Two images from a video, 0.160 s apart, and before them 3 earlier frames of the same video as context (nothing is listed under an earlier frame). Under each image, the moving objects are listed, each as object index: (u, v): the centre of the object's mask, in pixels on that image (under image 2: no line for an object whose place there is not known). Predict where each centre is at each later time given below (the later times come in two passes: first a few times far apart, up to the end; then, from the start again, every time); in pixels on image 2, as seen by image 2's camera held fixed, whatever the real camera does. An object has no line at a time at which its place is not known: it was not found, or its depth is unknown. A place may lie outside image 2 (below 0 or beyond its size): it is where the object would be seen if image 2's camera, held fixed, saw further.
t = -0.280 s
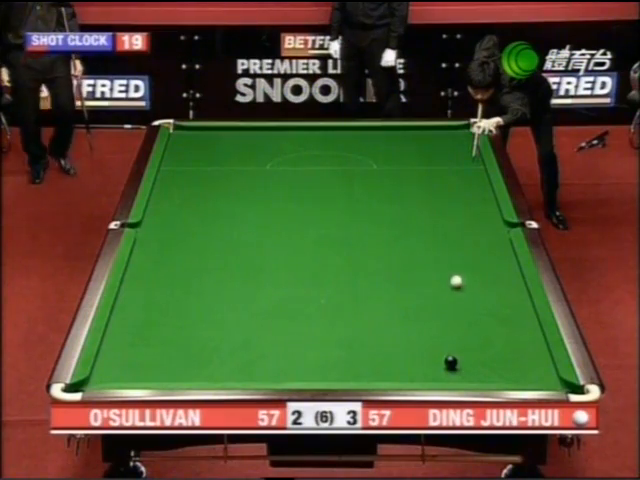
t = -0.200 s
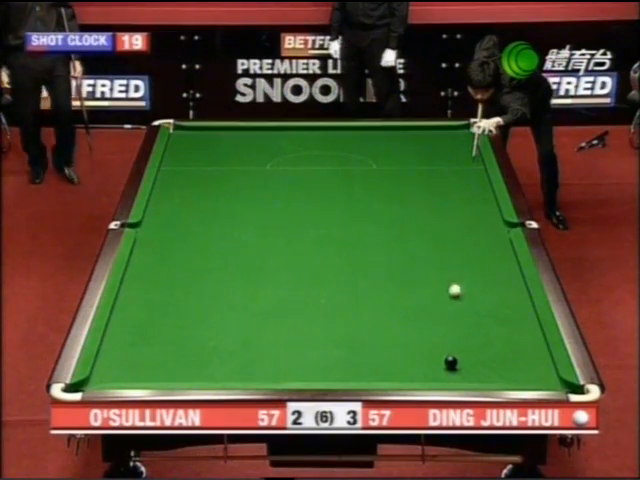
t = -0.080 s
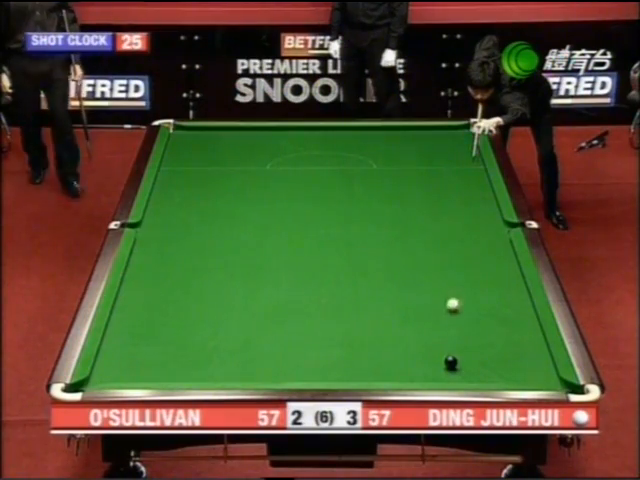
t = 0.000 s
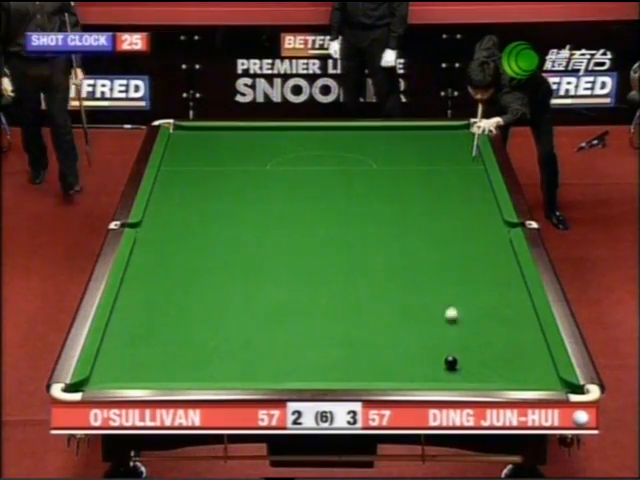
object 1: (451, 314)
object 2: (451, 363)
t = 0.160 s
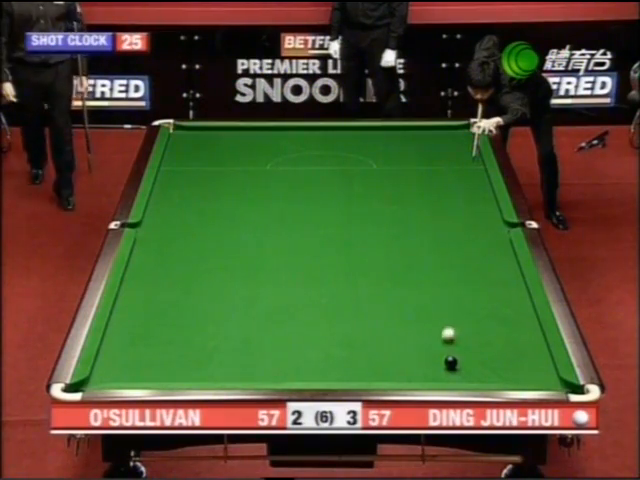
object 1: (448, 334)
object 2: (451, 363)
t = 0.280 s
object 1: (445, 349)
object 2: (451, 363)
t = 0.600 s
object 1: (412, 370)
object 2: (475, 379)
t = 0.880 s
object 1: (380, 378)
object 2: (485, 370)
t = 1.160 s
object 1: (355, 371)
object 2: (493, 360)
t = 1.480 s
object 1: (328, 363)
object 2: (502, 349)
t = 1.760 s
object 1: (306, 355)
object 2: (509, 341)
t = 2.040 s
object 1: (286, 349)
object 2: (515, 333)
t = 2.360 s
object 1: (266, 342)
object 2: (522, 326)
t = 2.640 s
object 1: (250, 337)
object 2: (527, 321)
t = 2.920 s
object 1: (235, 332)
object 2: (531, 316)
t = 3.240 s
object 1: (220, 326)
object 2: (527, 311)
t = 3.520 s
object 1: (209, 322)
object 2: (524, 308)
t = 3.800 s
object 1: (198, 319)
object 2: (522, 305)
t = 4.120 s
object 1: (188, 315)
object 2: (519, 303)
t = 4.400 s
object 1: (181, 313)
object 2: (518, 301)
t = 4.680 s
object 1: (175, 310)
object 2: (517, 300)
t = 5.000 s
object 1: (169, 308)
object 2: (516, 300)
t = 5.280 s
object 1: (166, 307)
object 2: (517, 300)
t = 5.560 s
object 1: (164, 305)
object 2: (517, 300)
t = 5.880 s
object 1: (163, 305)
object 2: (517, 300)
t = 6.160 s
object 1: (162, 304)
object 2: (517, 300)
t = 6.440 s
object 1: (162, 305)
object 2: (517, 300)
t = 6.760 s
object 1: (162, 305)
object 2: (517, 300)
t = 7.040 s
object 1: (163, 305)
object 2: (517, 300)
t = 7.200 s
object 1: (163, 305)
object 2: (517, 300)
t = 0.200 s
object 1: (447, 339)
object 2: (451, 363)
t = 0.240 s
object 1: (446, 345)
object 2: (451, 363)
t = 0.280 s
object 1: (445, 349)
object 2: (451, 363)
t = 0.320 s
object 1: (444, 354)
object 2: (451, 364)
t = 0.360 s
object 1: (440, 358)
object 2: (455, 366)
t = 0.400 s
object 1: (435, 359)
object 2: (459, 370)
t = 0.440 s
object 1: (430, 361)
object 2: (463, 374)
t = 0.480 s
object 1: (426, 363)
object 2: (467, 376)
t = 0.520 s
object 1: (421, 366)
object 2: (470, 378)
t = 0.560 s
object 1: (416, 368)
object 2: (474, 379)
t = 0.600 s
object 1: (412, 370)
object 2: (475, 379)
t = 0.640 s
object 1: (407, 372)
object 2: (477, 377)
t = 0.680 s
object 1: (403, 374)
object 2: (478, 376)
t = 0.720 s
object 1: (398, 375)
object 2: (479, 376)
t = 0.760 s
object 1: (393, 376)
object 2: (481, 375)
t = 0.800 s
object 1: (389, 379)
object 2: (482, 373)
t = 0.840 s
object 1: (384, 379)
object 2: (484, 372)
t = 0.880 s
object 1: (380, 378)
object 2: (485, 370)
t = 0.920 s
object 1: (376, 377)
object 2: (487, 368)
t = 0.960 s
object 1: (373, 376)
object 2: (488, 367)
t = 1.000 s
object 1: (369, 375)
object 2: (489, 365)
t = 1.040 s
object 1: (366, 374)
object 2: (490, 364)
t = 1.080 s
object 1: (362, 373)
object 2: (491, 363)
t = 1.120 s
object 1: (359, 373)
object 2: (492, 361)
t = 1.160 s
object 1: (355, 371)
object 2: (493, 360)
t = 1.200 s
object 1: (351, 371)
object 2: (494, 358)
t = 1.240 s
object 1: (348, 369)
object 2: (496, 357)
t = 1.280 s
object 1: (345, 368)
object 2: (497, 356)
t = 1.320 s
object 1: (341, 367)
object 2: (498, 354)
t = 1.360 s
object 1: (337, 366)
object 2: (499, 353)
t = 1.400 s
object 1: (334, 365)
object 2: (500, 351)
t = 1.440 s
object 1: (331, 364)
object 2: (501, 350)
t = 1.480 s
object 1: (328, 363)
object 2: (502, 349)
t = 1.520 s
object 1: (325, 362)
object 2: (503, 348)
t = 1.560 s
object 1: (321, 360)
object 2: (504, 346)
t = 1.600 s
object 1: (318, 360)
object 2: (505, 345)
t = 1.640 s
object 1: (315, 358)
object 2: (506, 344)
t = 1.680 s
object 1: (312, 358)
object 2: (507, 343)
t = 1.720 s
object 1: (309, 357)
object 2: (508, 342)
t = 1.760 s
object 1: (306, 355)
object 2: (509, 341)
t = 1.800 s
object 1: (303, 355)
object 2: (510, 340)
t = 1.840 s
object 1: (300, 354)
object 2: (511, 339)
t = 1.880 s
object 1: (298, 353)
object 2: (512, 338)
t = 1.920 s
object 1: (295, 352)
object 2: (512, 337)
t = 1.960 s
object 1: (292, 351)
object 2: (513, 336)
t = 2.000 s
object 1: (289, 350)
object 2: (514, 335)
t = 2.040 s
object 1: (286, 349)
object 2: (515, 333)
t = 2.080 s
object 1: (284, 348)
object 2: (516, 333)
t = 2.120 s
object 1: (281, 347)
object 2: (517, 332)
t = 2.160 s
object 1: (278, 346)
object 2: (518, 331)
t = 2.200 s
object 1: (276, 345)
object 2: (519, 330)
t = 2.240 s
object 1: (273, 345)
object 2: (520, 329)
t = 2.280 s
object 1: (271, 344)
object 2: (520, 328)
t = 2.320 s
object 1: (268, 343)
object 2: (521, 327)
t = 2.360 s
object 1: (266, 342)
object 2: (522, 326)
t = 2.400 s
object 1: (264, 341)
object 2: (523, 325)
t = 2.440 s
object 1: (261, 340)
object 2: (523, 324)
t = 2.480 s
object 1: (259, 340)
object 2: (524, 324)
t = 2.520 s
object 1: (256, 339)
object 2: (525, 323)
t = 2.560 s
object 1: (254, 338)
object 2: (526, 322)
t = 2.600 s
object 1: (252, 337)
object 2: (526, 322)
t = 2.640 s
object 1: (250, 337)
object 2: (527, 321)
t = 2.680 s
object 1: (248, 336)
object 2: (527, 320)
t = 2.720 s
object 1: (246, 335)
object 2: (528, 319)
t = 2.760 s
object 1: (243, 334)
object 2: (529, 319)
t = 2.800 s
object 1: (241, 334)
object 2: (529, 318)
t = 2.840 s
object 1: (239, 333)
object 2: (530, 317)
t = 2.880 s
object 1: (237, 332)
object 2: (531, 316)
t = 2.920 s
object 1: (235, 332)
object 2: (531, 316)
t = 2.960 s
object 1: (233, 331)
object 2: (531, 315)
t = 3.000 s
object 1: (231, 330)
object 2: (531, 315)
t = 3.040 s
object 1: (229, 330)
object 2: (530, 314)
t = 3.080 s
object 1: (227, 329)
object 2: (529, 313)
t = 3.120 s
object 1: (226, 328)
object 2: (529, 313)
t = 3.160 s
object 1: (224, 328)
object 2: (528, 312)
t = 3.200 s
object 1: (222, 327)
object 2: (527, 312)
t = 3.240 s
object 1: (220, 326)
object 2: (527, 311)
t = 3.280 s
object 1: (219, 326)
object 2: (526, 311)
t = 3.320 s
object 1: (217, 325)
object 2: (526, 311)
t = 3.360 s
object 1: (215, 324)
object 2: (526, 310)
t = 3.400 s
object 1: (213, 324)
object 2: (525, 310)
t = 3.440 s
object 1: (212, 323)
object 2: (525, 309)
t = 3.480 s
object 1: (210, 323)
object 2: (524, 309)
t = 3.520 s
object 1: (209, 322)
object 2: (524, 308)
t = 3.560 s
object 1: (207, 321)
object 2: (523, 308)
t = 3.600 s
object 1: (205, 321)
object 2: (523, 307)
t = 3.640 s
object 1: (204, 320)
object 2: (523, 307)
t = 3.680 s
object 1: (202, 320)
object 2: (522, 306)
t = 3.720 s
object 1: (201, 320)
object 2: (522, 306)
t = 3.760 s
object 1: (200, 319)
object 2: (522, 306)
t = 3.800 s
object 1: (198, 319)
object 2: (522, 305)
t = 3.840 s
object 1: (197, 318)
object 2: (521, 305)
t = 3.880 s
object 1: (195, 318)
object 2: (521, 304)
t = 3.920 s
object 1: (194, 317)
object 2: (521, 304)
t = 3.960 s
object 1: (193, 317)
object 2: (520, 304)
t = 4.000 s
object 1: (192, 316)
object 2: (520, 304)
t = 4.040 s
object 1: (190, 316)
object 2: (520, 303)
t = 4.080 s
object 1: (189, 316)
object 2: (520, 303)
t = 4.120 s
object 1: (188, 315)
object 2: (519, 303)
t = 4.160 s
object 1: (187, 315)
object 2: (519, 303)
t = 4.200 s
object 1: (186, 314)
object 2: (519, 303)
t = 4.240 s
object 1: (185, 314)
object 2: (519, 302)
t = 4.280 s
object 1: (184, 314)
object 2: (518, 302)
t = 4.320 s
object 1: (183, 313)
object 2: (518, 302)
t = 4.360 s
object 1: (182, 313)
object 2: (518, 302)
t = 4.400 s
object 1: (181, 313)
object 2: (518, 301)
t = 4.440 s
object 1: (180, 312)
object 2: (517, 301)
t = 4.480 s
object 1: (179, 312)
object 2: (517, 301)
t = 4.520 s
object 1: (178, 311)
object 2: (517, 301)
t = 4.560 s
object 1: (177, 311)
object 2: (517, 301)
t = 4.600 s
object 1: (176, 311)
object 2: (517, 301)
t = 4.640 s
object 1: (175, 311)
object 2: (517, 300)
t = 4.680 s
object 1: (175, 310)
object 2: (517, 300)
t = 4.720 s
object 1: (174, 310)
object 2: (516, 300)
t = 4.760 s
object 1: (173, 310)
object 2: (516, 300)
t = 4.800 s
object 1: (172, 309)
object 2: (516, 300)
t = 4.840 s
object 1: (172, 309)
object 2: (516, 300)
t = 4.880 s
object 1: (171, 309)
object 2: (516, 300)
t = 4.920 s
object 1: (170, 308)
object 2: (516, 300)
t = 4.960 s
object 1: (170, 308)
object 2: (516, 300)
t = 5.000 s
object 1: (169, 308)
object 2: (516, 300)
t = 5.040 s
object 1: (169, 308)
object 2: (516, 300)
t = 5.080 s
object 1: (168, 308)
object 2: (516, 300)
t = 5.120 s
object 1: (168, 307)
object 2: (516, 300)
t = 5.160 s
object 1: (167, 307)
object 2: (517, 300)
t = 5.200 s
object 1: (167, 307)
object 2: (517, 300)
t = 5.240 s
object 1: (166, 307)
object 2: (517, 300)
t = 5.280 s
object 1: (166, 307)
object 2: (517, 300)
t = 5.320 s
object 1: (166, 306)
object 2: (517, 300)
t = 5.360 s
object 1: (165, 306)
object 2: (517, 300)
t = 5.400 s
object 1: (165, 306)
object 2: (517, 300)
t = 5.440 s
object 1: (165, 306)
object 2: (517, 300)
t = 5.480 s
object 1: (164, 306)
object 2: (517, 300)
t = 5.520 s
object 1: (164, 306)
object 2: (517, 300)
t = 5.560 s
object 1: (164, 305)
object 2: (517, 300)
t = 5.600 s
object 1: (164, 305)
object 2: (517, 300)
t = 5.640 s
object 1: (164, 305)
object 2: (517, 300)
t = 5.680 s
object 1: (163, 305)
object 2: (517, 300)
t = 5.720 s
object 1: (163, 305)
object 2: (517, 300)
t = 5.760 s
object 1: (163, 305)
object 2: (517, 300)
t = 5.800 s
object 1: (163, 305)
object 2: (517, 300)
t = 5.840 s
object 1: (163, 305)
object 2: (517, 300)
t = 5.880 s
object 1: (163, 305)
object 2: (517, 300)
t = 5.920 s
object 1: (163, 304)
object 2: (517, 300)
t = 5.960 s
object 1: (163, 304)
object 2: (517, 300)
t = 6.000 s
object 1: (162, 304)
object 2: (517, 300)
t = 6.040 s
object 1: (163, 304)
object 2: (517, 300)
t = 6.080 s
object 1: (162, 304)
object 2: (517, 300)
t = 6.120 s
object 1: (162, 304)
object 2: (517, 300)
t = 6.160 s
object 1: (162, 304)
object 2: (517, 300)
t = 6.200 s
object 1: (162, 304)
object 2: (517, 300)
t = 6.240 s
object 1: (162, 304)
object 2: (516, 300)
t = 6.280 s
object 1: (162, 304)
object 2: (517, 300)
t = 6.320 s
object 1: (162, 304)
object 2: (517, 300)
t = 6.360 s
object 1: (162, 304)
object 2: (517, 300)
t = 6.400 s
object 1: (162, 305)
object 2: (517, 300)
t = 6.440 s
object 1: (162, 305)
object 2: (517, 300)
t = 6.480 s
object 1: (162, 304)
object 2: (517, 300)
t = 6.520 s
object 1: (162, 304)
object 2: (517, 300)
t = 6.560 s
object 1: (162, 304)
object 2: (517, 300)
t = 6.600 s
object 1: (162, 305)
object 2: (517, 300)
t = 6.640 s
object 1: (162, 305)
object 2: (517, 300)
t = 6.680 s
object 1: (162, 305)
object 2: (517, 300)
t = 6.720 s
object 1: (162, 305)
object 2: (517, 300)
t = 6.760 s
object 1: (162, 305)
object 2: (517, 300)
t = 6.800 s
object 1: (163, 305)
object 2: (517, 300)
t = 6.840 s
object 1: (163, 305)
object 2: (517, 300)
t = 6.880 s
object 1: (163, 305)
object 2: (517, 300)
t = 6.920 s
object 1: (163, 305)
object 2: (517, 300)
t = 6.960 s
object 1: (163, 305)
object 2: (517, 300)
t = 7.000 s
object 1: (162, 305)
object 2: (517, 300)
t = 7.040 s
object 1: (163, 305)
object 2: (517, 300)
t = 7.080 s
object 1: (163, 305)
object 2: (517, 300)
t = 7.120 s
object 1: (162, 305)
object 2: (517, 300)
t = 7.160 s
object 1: (162, 305)
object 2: (517, 300)
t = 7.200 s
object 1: (163, 305)
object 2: (517, 300)
